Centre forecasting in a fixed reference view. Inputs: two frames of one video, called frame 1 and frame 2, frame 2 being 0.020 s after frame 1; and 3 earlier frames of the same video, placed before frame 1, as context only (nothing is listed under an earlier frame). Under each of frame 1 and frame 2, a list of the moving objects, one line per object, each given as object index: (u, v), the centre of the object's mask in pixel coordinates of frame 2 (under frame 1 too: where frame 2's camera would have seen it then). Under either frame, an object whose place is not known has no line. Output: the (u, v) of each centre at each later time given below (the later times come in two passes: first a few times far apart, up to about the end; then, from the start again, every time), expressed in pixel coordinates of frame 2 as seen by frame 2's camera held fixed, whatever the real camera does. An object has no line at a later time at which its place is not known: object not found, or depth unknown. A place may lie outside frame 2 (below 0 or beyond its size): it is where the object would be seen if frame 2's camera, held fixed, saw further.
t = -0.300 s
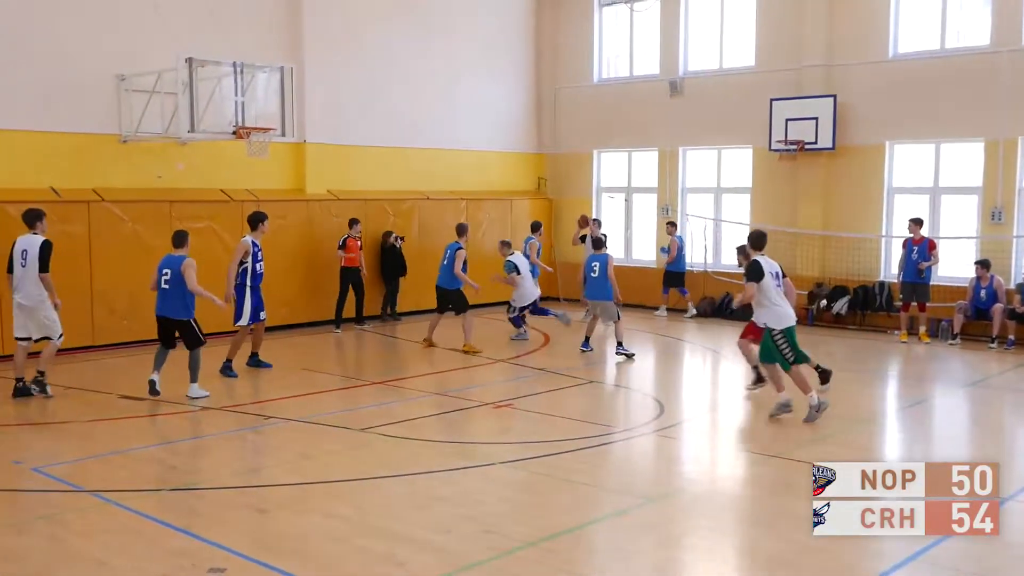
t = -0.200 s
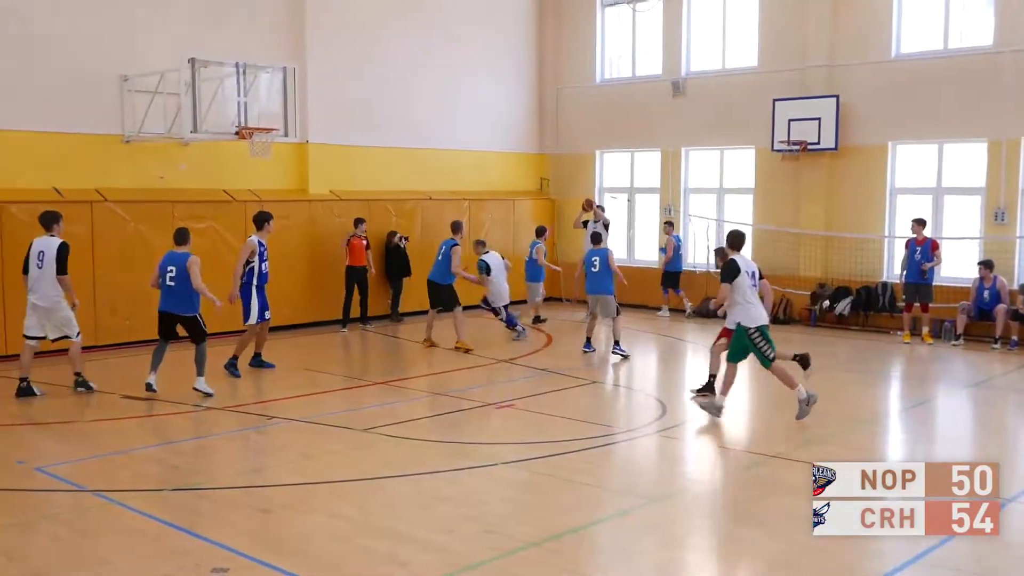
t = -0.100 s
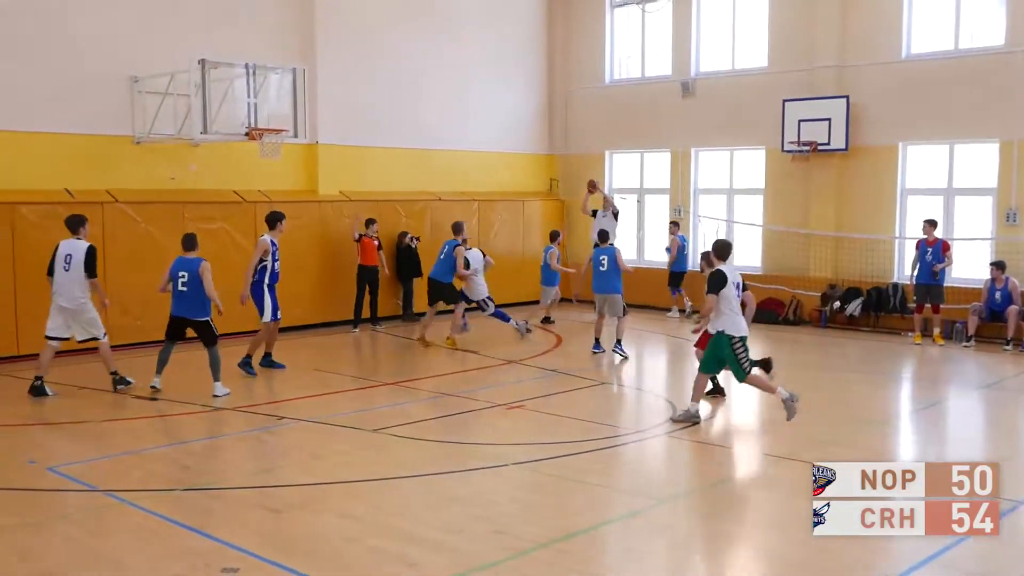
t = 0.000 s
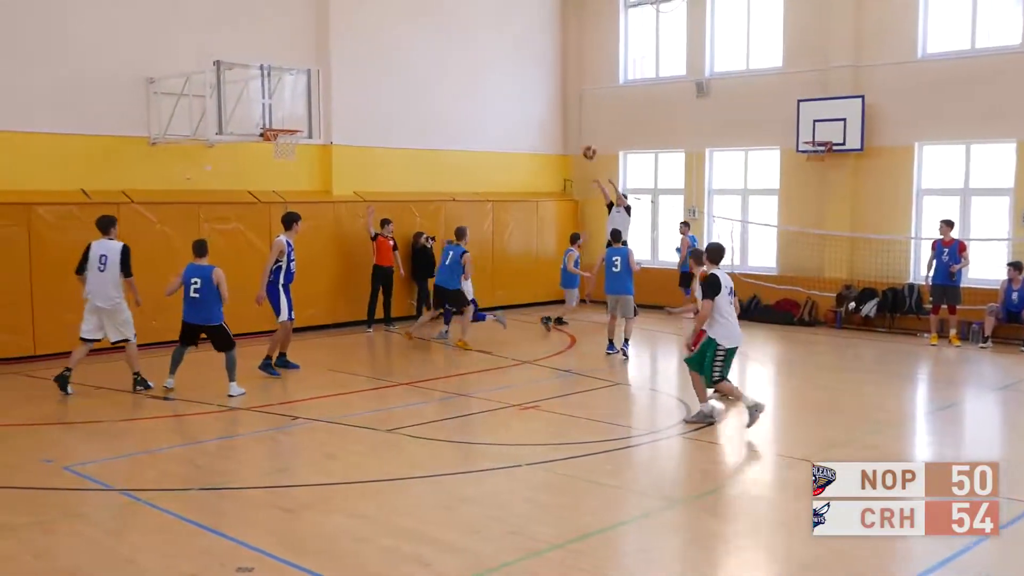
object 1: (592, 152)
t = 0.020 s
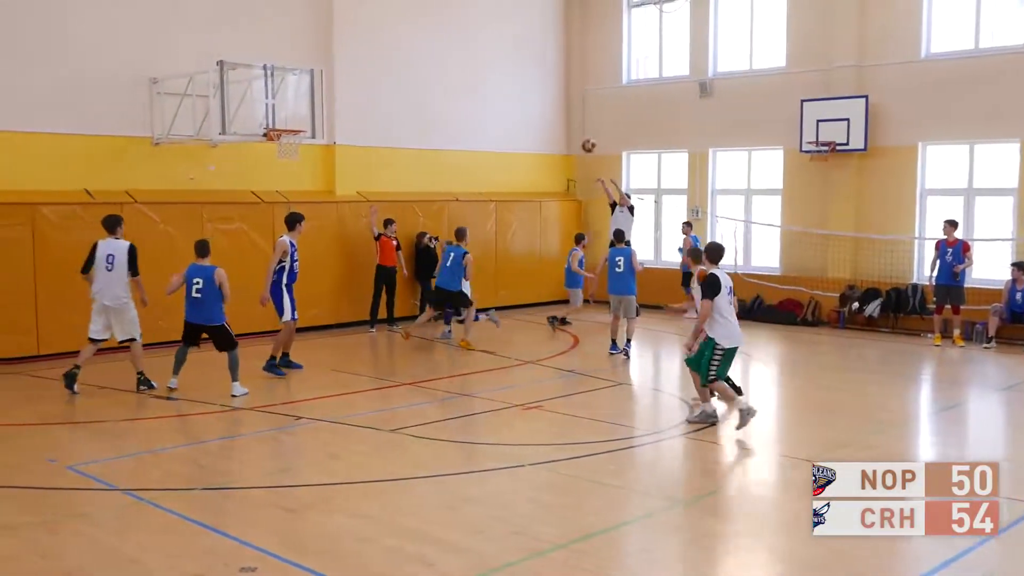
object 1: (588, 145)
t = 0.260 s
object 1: (536, 79)
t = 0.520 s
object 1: (473, 40)
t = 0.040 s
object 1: (584, 139)
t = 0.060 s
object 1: (580, 133)
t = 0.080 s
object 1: (576, 127)
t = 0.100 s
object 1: (572, 121)
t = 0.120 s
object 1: (567, 115)
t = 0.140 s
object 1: (564, 109)
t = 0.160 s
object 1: (559, 103)
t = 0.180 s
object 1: (554, 98)
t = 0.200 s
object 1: (549, 93)
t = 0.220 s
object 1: (545, 88)
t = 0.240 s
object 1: (541, 83)
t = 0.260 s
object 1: (536, 79)
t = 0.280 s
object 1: (532, 74)
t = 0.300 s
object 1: (527, 70)
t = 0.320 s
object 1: (522, 66)
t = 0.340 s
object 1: (518, 62)
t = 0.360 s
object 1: (513, 59)
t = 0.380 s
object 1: (508, 55)
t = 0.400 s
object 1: (504, 52)
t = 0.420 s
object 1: (499, 50)
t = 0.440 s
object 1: (494, 47)
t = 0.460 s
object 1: (489, 45)
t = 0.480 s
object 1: (484, 42)
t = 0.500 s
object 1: (479, 41)
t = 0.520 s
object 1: (473, 40)
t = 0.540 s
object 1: (468, 38)
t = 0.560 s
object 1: (463, 37)
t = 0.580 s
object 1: (457, 37)
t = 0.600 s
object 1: (452, 36)
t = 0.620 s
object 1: (447, 36)
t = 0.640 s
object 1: (442, 36)
